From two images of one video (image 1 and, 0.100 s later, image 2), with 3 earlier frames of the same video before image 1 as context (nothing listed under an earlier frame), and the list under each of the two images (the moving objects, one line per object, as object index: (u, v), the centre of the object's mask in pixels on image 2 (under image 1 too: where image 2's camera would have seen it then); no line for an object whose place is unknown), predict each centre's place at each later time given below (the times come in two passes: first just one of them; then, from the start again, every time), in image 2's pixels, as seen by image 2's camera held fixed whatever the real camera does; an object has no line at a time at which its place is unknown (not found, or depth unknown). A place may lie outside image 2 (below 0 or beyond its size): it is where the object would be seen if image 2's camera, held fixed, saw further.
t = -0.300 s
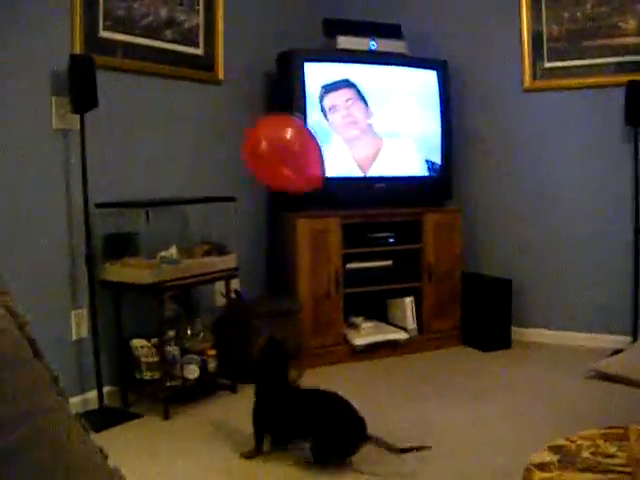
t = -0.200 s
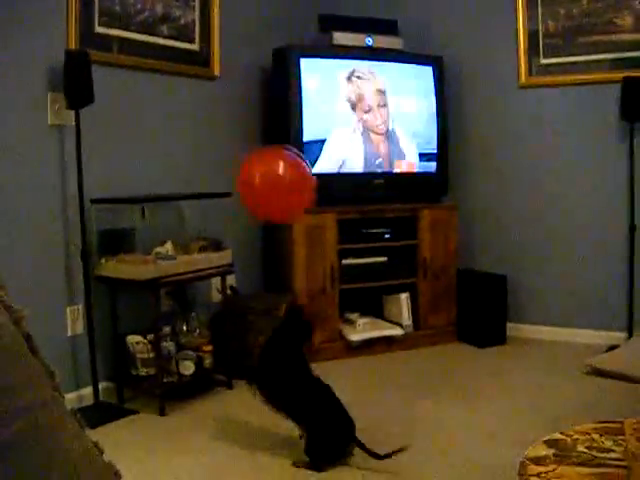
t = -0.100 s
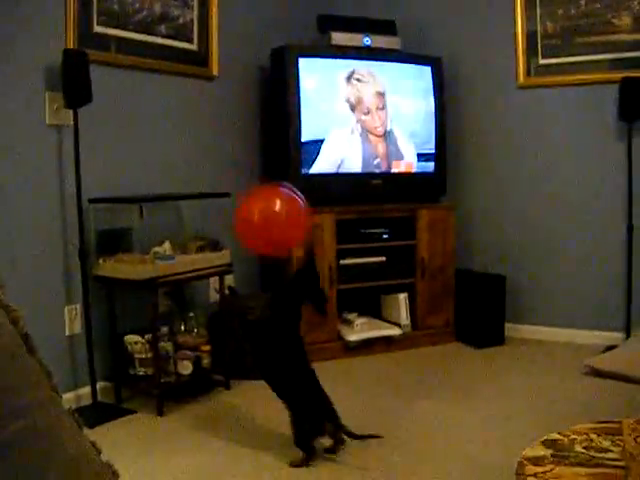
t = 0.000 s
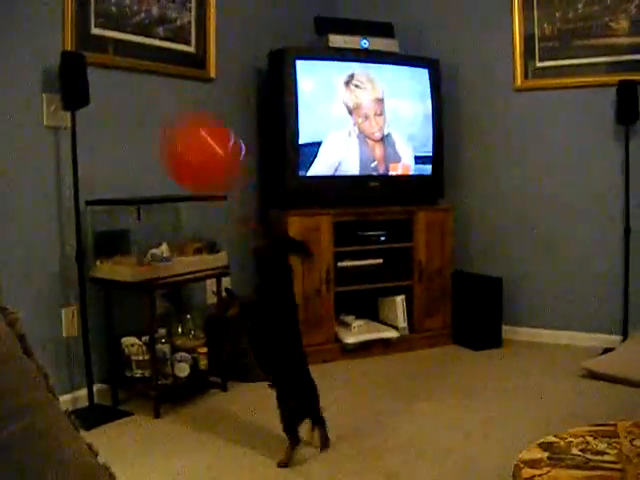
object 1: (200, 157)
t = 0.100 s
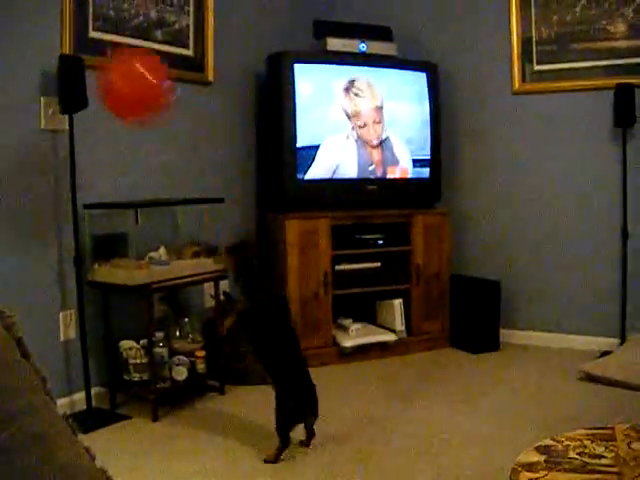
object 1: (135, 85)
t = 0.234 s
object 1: (71, 27)
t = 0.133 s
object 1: (116, 66)
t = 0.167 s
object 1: (100, 49)
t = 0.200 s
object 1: (84, 34)
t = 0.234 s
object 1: (71, 27)
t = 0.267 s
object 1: (61, 21)
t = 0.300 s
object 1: (51, 16)
